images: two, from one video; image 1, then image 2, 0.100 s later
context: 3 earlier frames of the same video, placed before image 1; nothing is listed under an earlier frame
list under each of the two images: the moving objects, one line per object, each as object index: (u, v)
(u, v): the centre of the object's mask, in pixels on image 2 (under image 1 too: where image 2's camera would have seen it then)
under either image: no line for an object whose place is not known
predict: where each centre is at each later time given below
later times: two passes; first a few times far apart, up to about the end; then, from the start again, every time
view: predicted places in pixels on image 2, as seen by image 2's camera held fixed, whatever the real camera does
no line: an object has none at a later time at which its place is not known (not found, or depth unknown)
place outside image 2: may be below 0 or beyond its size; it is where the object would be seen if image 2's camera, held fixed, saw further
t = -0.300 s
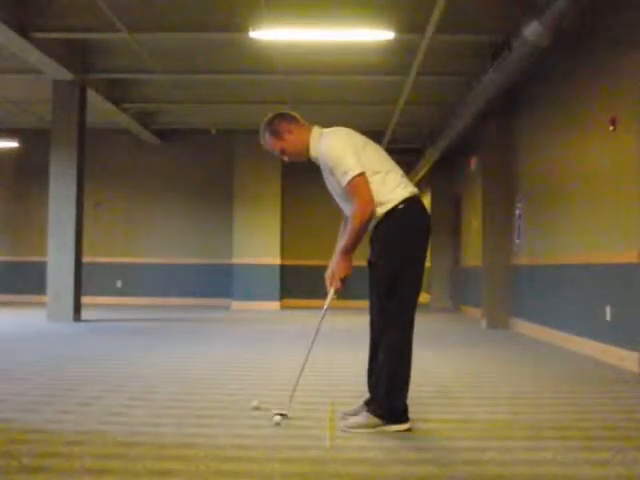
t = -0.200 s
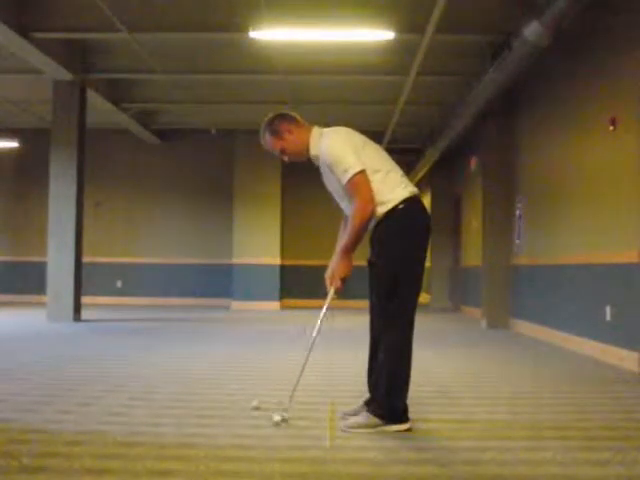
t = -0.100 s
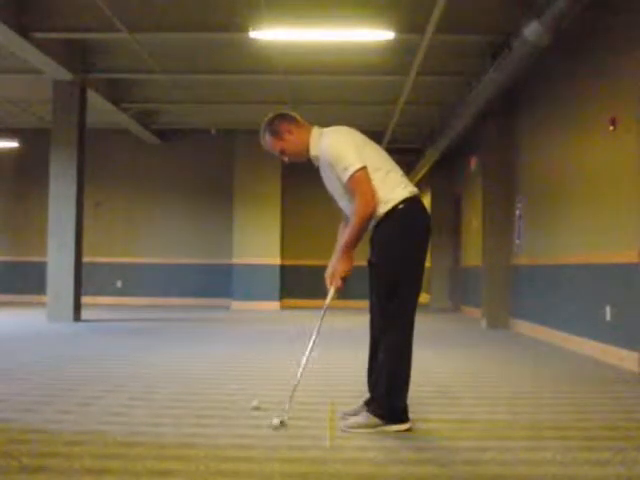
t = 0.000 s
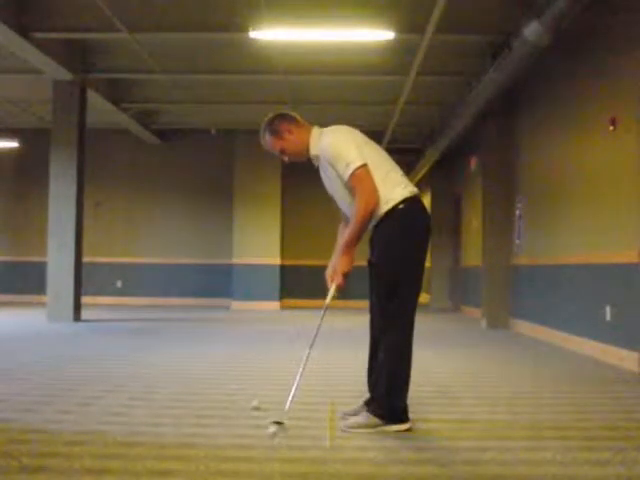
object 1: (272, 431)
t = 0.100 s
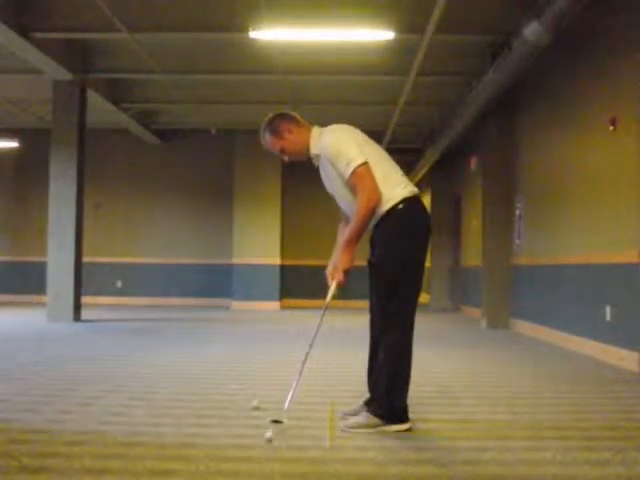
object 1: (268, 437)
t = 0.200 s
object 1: (266, 442)
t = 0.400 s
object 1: (260, 454)
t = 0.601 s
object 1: (251, 469)
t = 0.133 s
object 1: (269, 438)
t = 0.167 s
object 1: (267, 440)
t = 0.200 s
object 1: (266, 442)
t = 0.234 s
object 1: (265, 444)
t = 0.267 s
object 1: (264, 446)
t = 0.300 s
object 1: (263, 448)
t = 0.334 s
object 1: (262, 449)
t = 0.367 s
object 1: (261, 452)
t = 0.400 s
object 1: (260, 454)
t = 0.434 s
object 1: (259, 456)
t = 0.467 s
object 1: (256, 458)
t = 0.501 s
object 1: (255, 461)
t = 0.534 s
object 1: (253, 464)
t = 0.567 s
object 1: (253, 466)
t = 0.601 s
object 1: (251, 469)
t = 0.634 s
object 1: (249, 471)
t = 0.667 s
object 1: (248, 473)
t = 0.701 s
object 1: (246, 475)
